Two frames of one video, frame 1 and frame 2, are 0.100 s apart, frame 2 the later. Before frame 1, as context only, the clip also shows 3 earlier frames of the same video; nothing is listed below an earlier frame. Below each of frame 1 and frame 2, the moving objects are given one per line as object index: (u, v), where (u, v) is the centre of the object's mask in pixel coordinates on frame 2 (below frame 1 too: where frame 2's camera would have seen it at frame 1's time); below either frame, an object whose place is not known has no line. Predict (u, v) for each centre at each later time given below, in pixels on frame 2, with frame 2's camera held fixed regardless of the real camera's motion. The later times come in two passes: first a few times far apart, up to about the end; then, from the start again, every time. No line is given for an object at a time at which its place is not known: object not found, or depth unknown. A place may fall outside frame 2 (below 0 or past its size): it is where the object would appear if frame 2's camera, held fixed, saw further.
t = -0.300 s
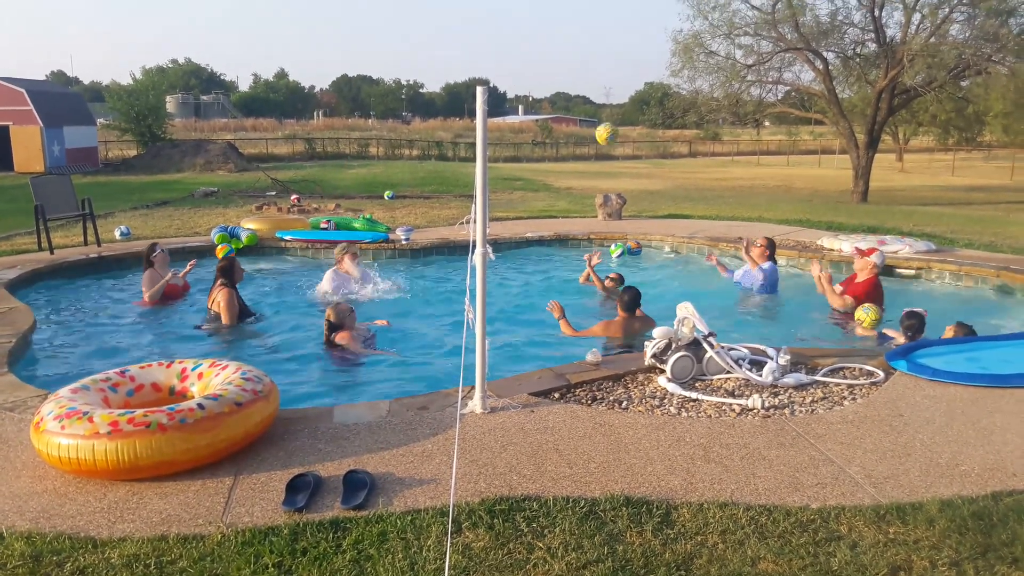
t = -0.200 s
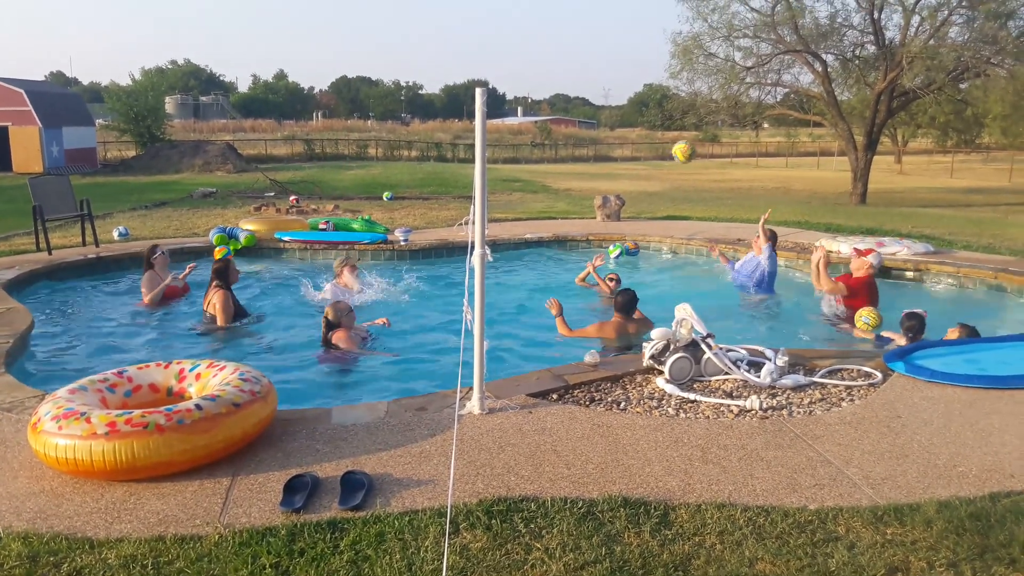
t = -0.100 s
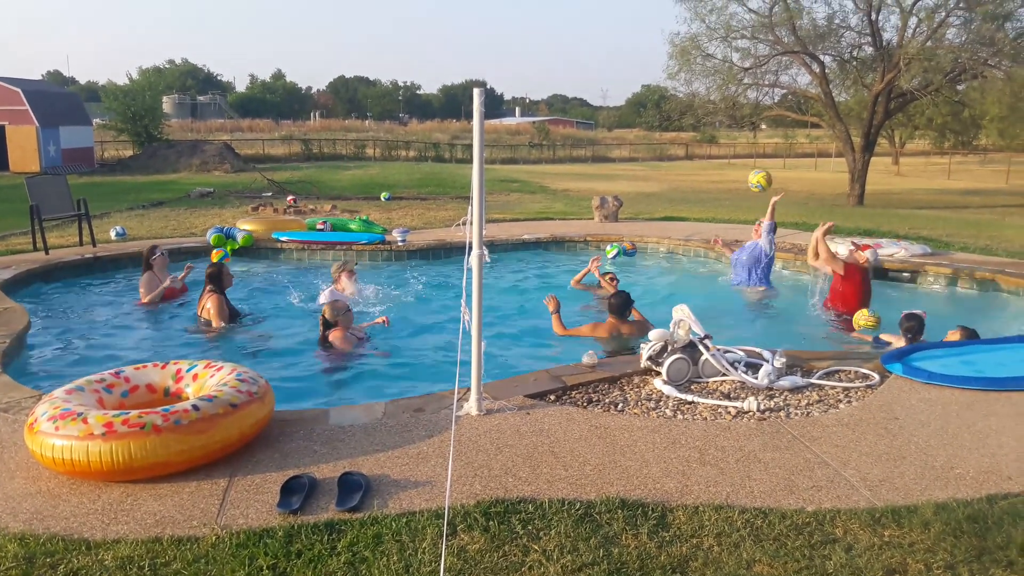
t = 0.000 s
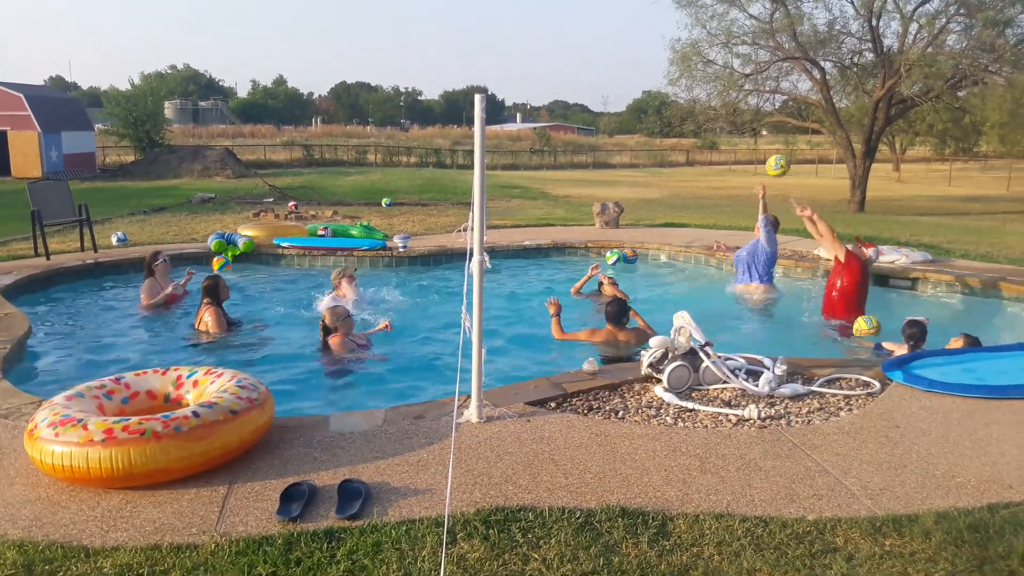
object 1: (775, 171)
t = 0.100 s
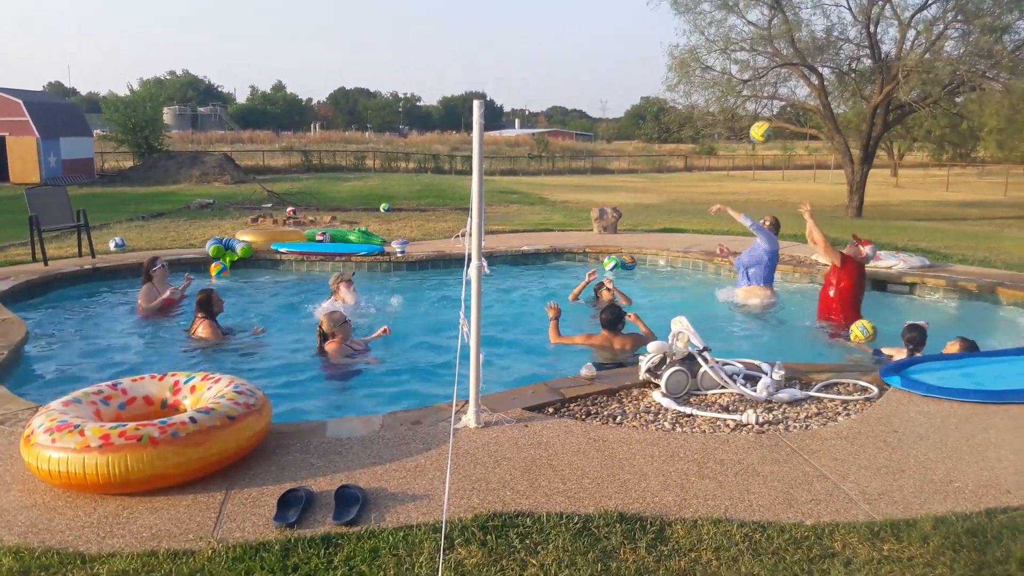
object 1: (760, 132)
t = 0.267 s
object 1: (741, 89)
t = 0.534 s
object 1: (699, 85)
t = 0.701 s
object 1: (671, 125)
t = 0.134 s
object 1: (757, 121)
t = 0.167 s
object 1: (752, 110)
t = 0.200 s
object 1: (748, 102)
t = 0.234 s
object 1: (744, 95)
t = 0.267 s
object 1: (741, 89)
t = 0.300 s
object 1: (734, 84)
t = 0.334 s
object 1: (730, 81)
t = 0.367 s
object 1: (724, 77)
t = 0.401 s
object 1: (719, 76)
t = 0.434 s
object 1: (715, 76)
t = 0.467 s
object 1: (711, 78)
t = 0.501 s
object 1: (705, 81)
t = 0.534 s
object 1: (699, 85)
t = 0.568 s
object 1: (694, 90)
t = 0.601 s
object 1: (688, 96)
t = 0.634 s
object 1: (683, 105)
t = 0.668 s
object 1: (677, 113)
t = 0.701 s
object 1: (671, 125)
